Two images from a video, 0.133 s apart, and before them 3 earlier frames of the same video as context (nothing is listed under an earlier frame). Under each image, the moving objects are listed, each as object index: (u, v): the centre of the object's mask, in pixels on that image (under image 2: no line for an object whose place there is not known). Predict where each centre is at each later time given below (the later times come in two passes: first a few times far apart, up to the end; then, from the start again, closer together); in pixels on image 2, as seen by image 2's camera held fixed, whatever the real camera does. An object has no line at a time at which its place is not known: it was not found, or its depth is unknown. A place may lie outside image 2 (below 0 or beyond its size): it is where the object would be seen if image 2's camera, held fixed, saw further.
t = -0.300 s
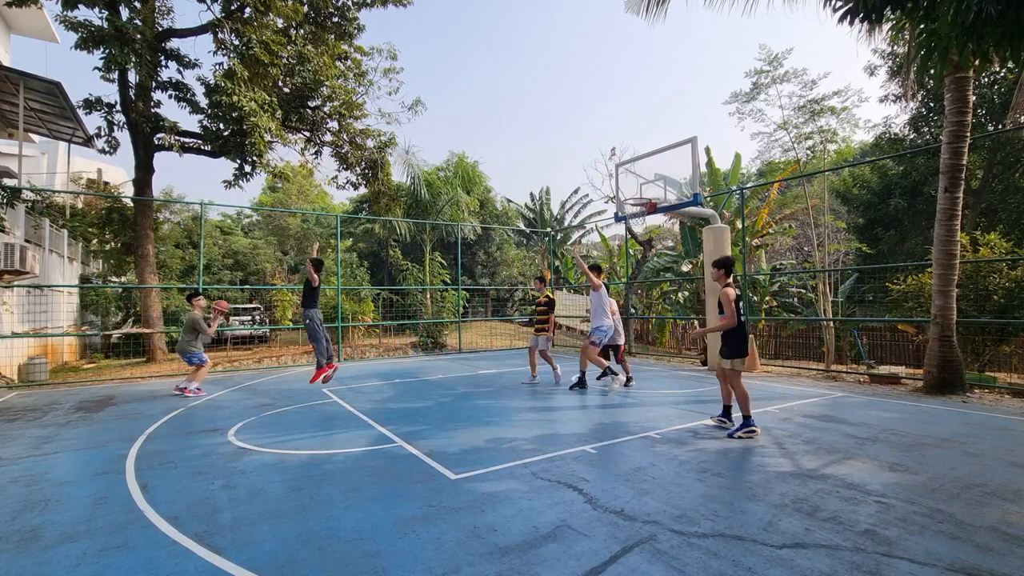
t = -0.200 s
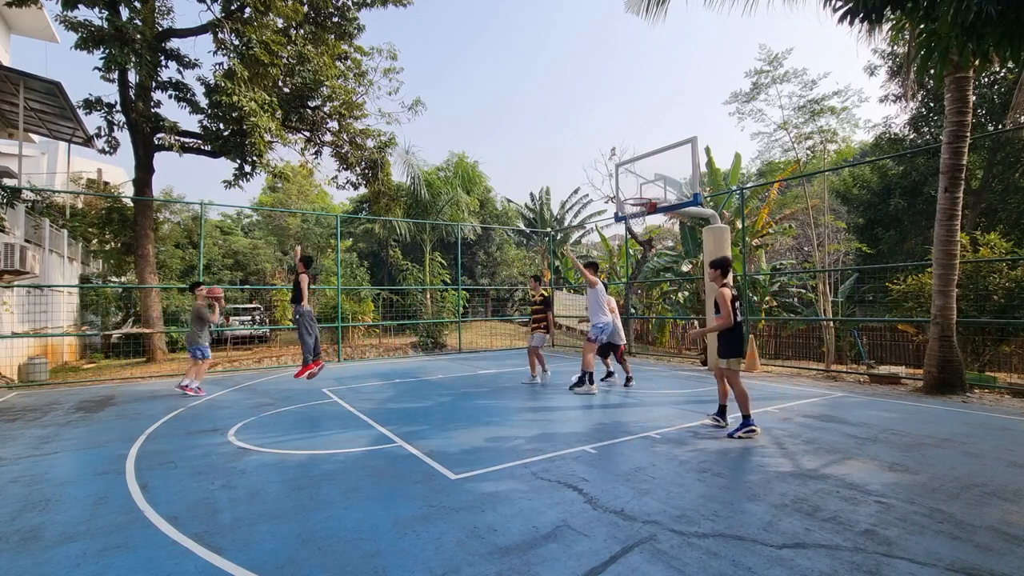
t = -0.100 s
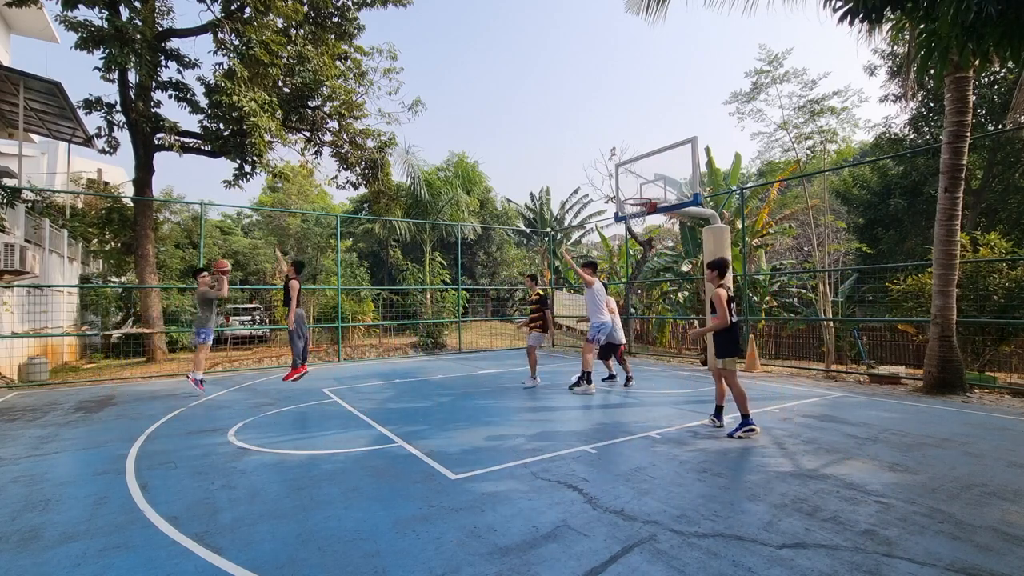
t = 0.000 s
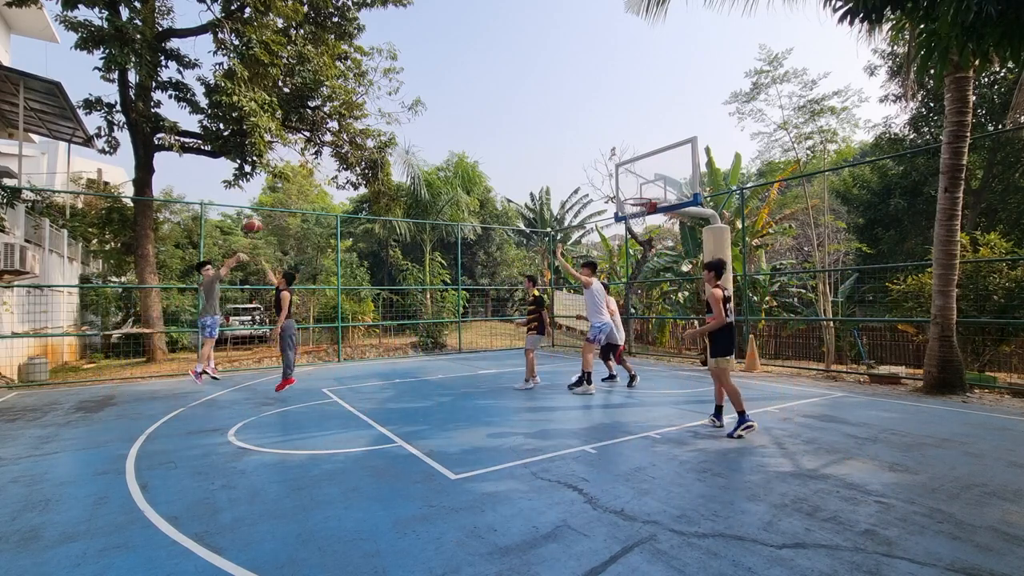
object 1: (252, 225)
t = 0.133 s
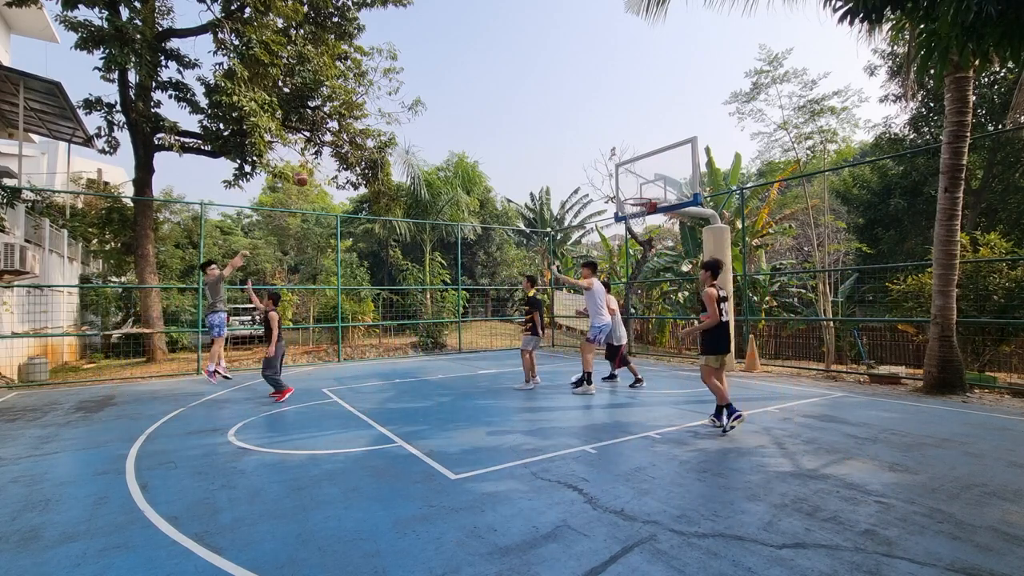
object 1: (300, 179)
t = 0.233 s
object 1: (333, 150)
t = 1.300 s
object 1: (645, 186)
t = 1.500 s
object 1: (654, 184)
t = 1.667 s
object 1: (647, 194)
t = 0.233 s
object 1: (333, 150)
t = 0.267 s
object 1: (345, 143)
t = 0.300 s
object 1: (356, 136)
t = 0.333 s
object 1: (367, 131)
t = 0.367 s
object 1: (378, 125)
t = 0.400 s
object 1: (390, 121)
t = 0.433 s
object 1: (400, 116)
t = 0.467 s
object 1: (411, 113)
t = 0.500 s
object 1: (421, 110)
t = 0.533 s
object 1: (432, 108)
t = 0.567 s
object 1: (443, 107)
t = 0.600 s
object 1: (453, 106)
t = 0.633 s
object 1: (464, 107)
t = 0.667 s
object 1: (474, 107)
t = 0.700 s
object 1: (484, 108)
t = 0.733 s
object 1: (494, 110)
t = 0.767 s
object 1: (504, 113)
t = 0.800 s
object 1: (514, 116)
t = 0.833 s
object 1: (524, 120)
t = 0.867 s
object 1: (534, 124)
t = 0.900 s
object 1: (544, 130)
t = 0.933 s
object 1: (554, 135)
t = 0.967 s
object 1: (564, 141)
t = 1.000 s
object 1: (574, 148)
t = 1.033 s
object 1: (584, 155)
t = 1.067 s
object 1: (594, 163)
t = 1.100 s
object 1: (603, 172)
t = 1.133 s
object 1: (612, 181)
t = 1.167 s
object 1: (623, 191)
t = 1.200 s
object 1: (628, 192)
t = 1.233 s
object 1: (634, 190)
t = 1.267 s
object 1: (639, 188)
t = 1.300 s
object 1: (645, 186)
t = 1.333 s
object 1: (650, 186)
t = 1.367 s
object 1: (656, 186)
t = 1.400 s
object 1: (659, 186)
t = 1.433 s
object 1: (658, 184)
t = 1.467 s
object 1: (656, 184)
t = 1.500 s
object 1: (654, 184)
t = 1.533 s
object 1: (653, 185)
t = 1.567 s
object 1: (651, 186)
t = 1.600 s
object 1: (650, 188)
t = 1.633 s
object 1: (648, 191)
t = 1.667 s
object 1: (647, 194)
